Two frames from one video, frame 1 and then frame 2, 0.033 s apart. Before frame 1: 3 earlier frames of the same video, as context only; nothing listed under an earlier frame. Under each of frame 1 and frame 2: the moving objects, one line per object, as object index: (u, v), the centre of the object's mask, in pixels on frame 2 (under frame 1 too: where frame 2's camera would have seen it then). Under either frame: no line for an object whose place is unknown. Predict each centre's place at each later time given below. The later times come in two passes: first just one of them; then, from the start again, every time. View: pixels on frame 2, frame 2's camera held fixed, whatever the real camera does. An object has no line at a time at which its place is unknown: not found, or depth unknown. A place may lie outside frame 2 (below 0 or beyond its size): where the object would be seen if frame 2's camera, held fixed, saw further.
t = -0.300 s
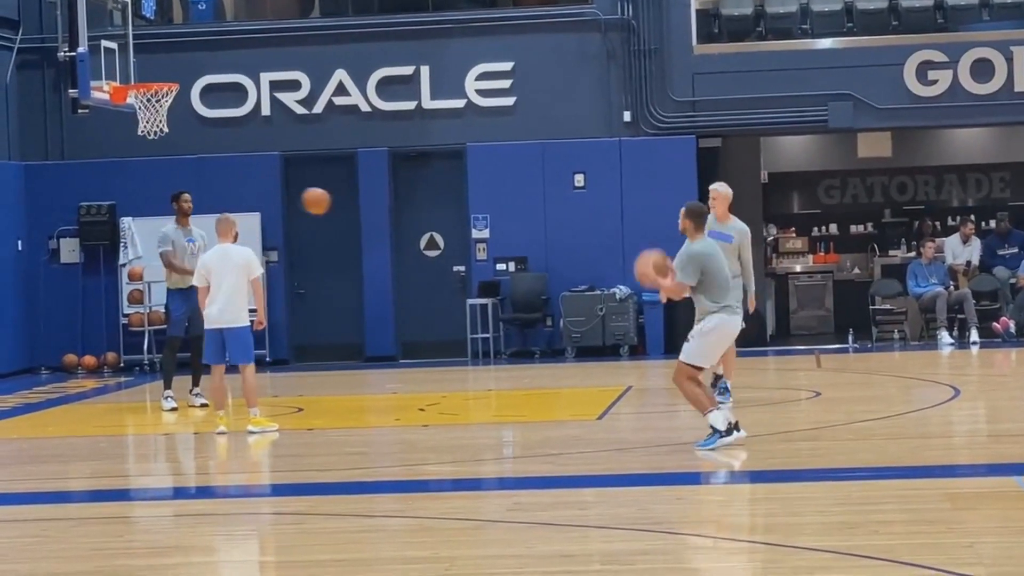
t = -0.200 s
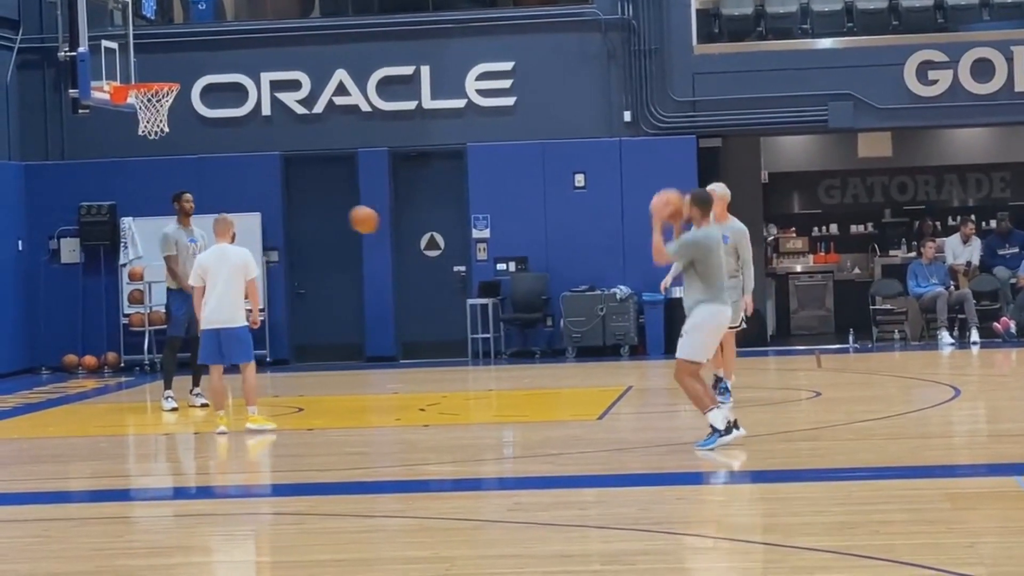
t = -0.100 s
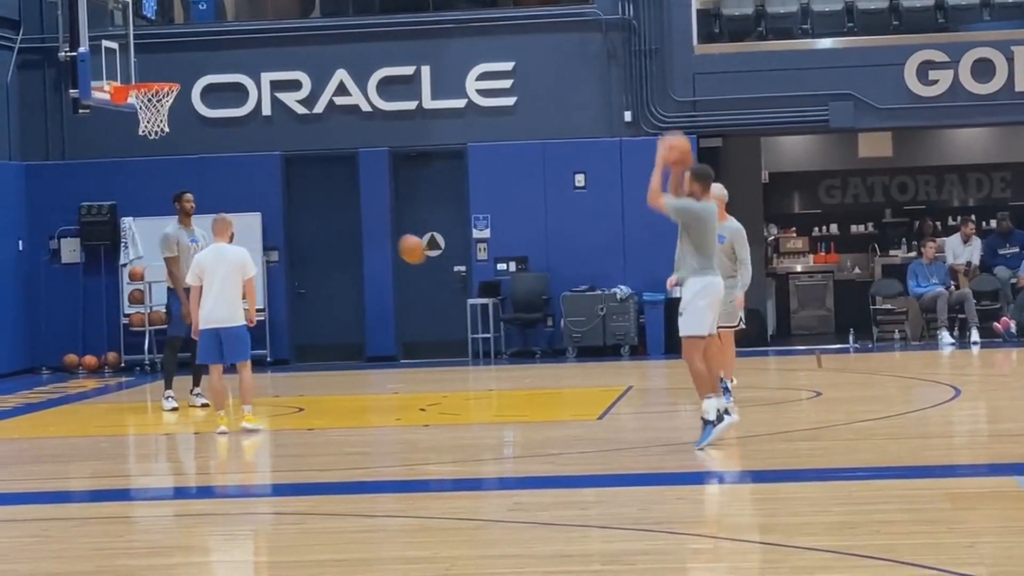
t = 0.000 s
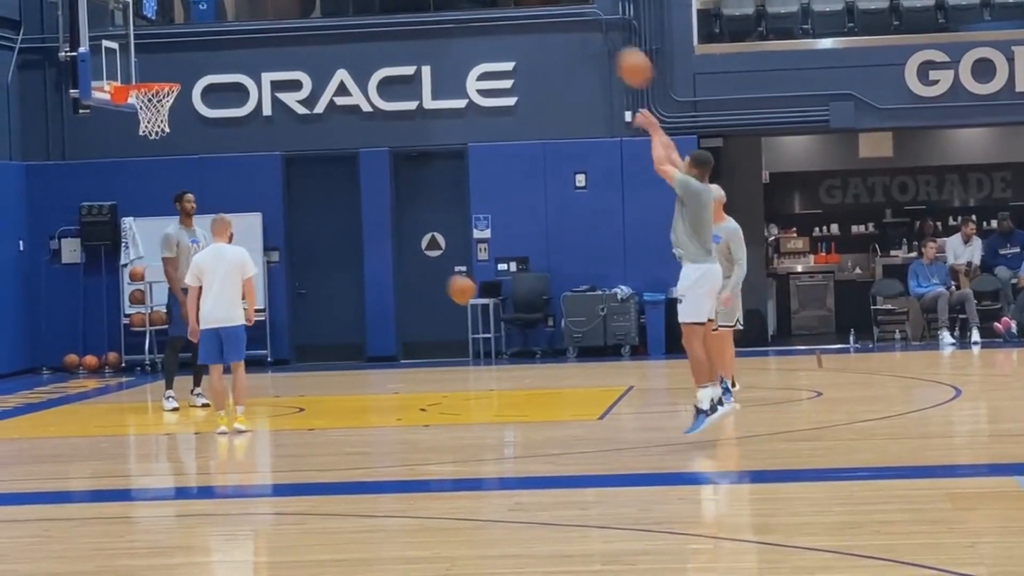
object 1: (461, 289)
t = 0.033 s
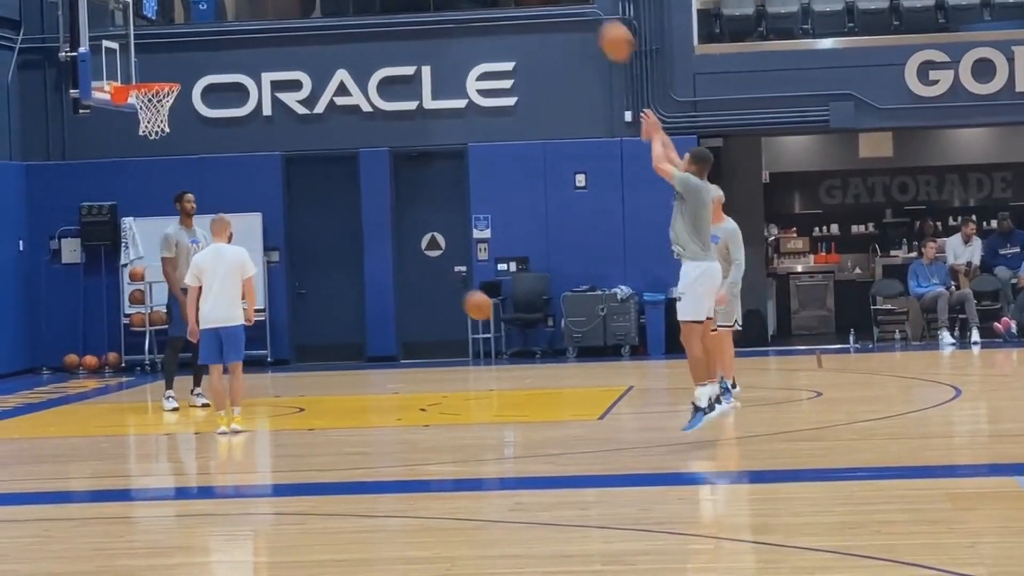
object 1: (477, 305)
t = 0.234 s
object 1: (563, 370)
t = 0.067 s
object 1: (495, 322)
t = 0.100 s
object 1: (512, 341)
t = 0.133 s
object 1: (527, 357)
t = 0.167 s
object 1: (545, 383)
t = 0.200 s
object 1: (557, 390)
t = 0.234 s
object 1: (563, 370)
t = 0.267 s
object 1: (570, 355)
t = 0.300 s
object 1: (577, 342)
